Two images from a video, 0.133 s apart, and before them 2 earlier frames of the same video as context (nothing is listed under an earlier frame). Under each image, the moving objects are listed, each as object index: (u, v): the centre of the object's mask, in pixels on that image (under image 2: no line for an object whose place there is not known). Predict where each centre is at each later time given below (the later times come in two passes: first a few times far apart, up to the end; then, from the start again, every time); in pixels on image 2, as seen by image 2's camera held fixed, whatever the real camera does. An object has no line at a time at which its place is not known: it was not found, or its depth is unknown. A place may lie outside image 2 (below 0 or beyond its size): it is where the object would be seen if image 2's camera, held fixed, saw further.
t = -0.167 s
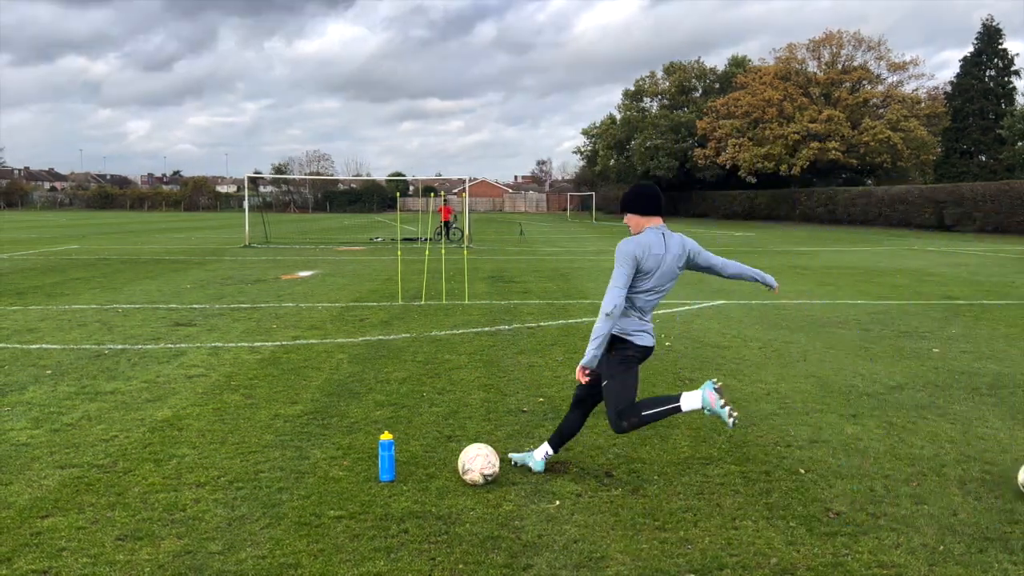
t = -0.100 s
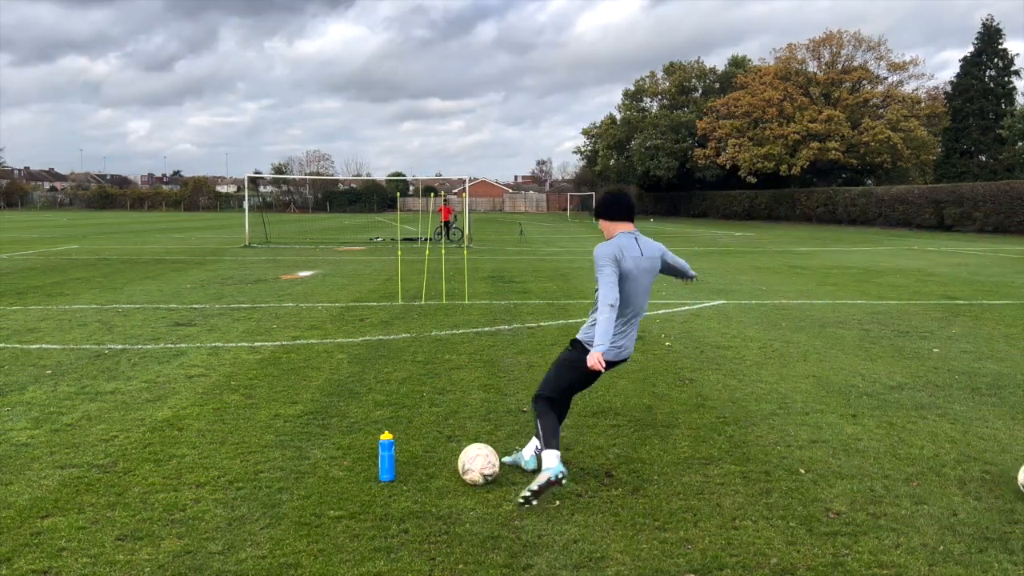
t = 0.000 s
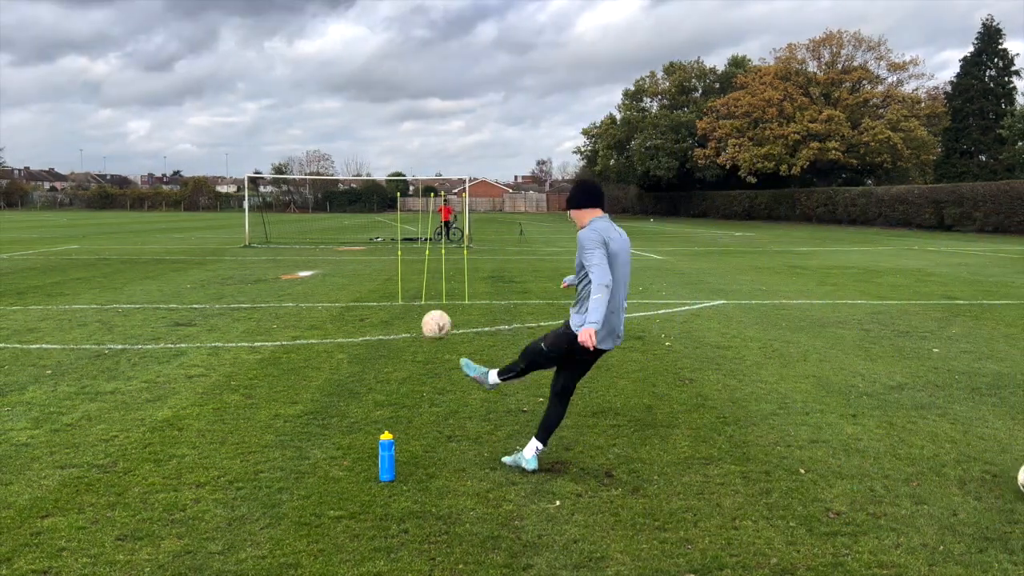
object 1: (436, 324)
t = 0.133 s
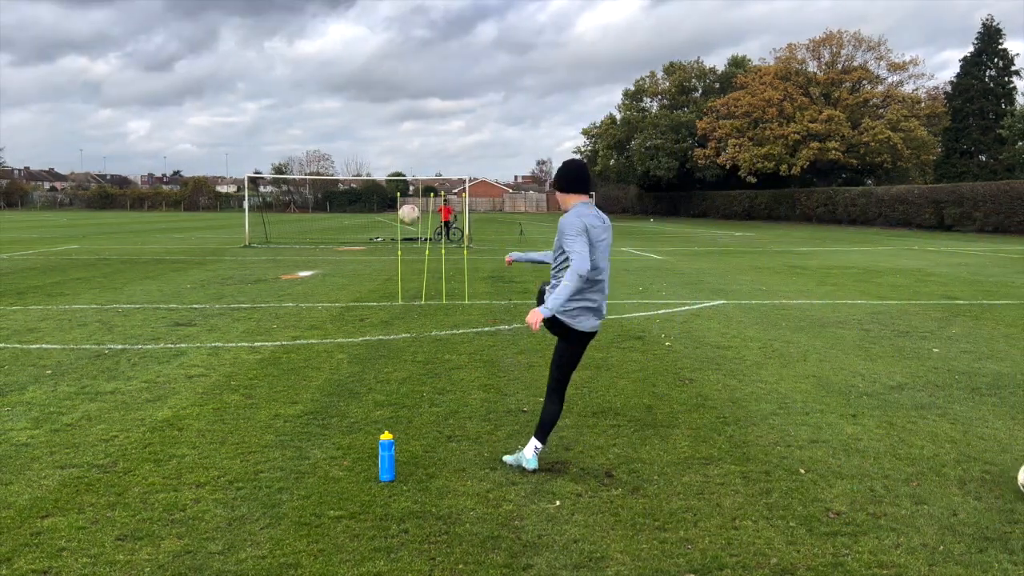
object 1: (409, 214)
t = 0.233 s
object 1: (403, 176)
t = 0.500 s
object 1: (410, 146)
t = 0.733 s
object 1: (425, 154)
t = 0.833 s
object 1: (432, 162)
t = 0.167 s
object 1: (406, 198)
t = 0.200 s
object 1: (404, 186)
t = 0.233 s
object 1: (403, 176)
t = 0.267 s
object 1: (403, 168)
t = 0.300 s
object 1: (403, 162)
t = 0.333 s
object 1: (404, 157)
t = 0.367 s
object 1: (404, 153)
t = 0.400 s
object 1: (405, 150)
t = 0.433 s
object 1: (407, 148)
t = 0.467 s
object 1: (408, 146)
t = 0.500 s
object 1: (410, 146)
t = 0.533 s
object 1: (412, 146)
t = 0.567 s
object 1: (414, 146)
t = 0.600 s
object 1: (416, 147)
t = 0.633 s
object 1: (418, 148)
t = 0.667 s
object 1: (420, 150)
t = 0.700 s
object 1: (422, 152)
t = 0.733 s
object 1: (425, 154)
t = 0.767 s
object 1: (427, 157)
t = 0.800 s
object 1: (430, 159)
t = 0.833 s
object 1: (432, 162)
